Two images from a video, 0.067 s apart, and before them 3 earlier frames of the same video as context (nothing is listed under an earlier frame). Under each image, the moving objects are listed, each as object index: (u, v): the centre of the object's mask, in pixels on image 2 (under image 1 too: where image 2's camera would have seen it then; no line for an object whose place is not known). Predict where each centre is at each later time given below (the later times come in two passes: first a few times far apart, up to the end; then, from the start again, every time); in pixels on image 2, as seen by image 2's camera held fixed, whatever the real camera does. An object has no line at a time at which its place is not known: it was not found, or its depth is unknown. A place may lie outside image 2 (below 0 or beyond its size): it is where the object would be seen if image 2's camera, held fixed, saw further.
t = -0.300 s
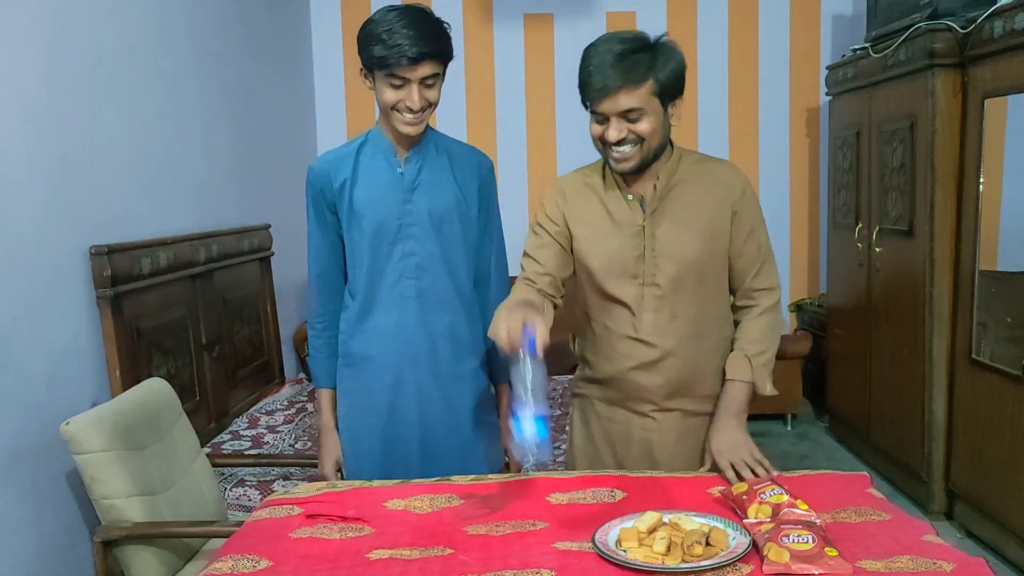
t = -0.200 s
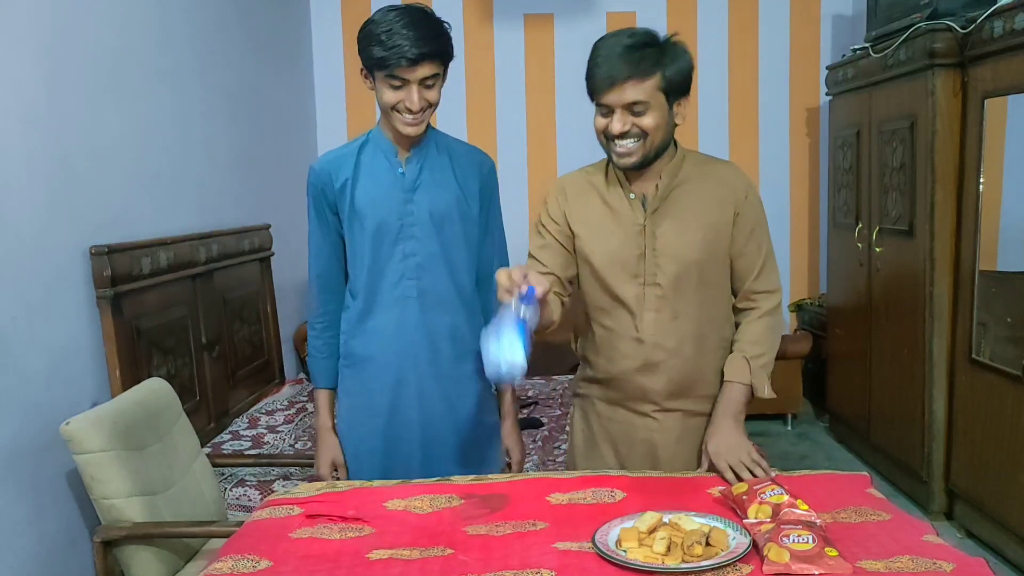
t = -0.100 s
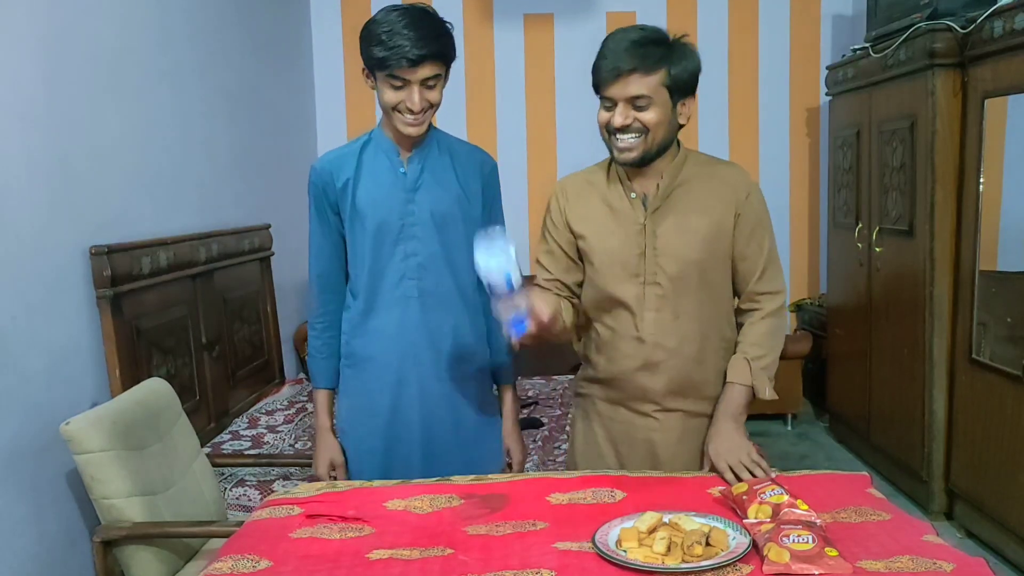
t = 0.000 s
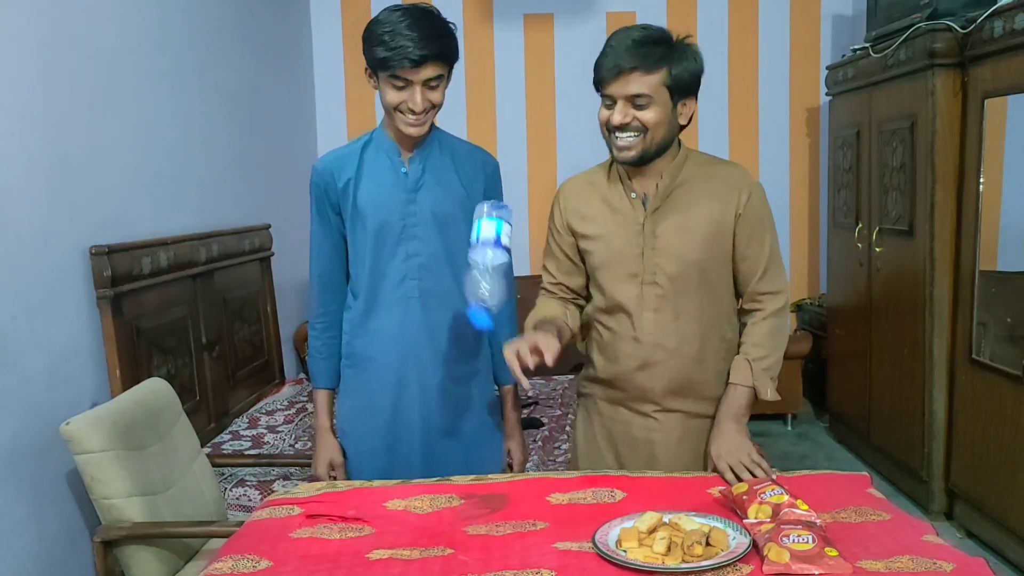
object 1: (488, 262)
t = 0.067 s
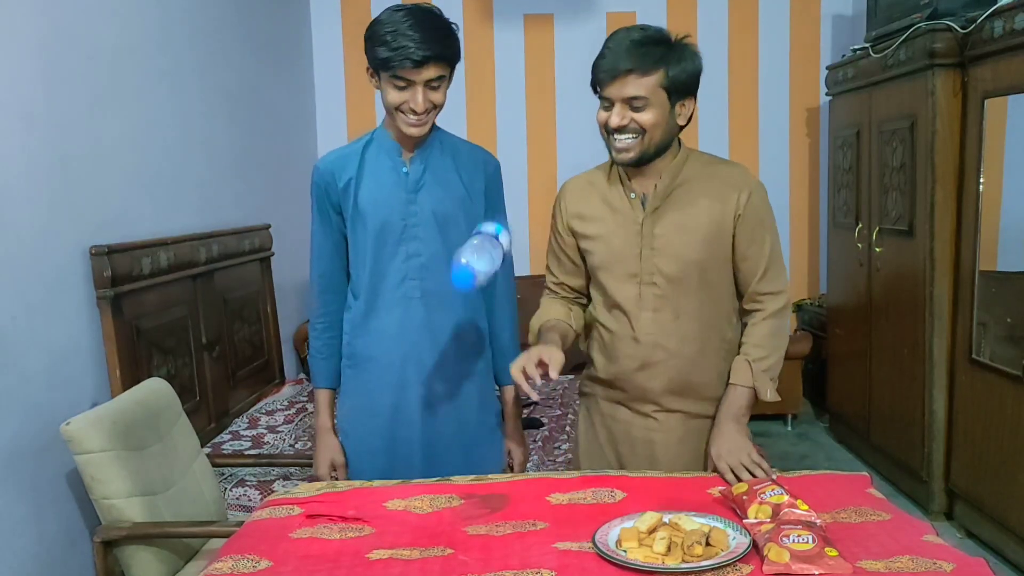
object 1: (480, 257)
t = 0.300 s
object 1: (489, 470)
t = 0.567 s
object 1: (486, 471)
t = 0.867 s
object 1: (485, 472)
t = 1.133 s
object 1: (485, 472)
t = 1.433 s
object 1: (485, 472)
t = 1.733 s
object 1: (486, 472)
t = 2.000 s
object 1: (486, 472)
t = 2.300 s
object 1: (485, 472)
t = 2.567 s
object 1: (485, 472)
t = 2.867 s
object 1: (485, 472)
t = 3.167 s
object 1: (486, 472)
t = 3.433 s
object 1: (486, 472)
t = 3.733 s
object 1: (485, 472)
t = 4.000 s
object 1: (485, 472)
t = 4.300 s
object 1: (485, 472)
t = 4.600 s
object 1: (485, 472)
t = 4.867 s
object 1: (485, 472)
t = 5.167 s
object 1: (485, 472)
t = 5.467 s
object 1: (485, 473)
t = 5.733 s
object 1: (485, 473)
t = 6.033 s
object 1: (485, 472)
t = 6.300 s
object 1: (485, 472)
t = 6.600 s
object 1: (485, 472)
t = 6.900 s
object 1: (485, 472)
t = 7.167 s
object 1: (485, 473)
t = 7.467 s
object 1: (485, 473)
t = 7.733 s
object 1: (485, 472)
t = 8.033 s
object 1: (485, 472)
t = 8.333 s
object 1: (485, 472)
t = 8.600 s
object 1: (485, 473)
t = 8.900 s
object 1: (486, 472)
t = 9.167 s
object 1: (485, 472)
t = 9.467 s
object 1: (485, 472)
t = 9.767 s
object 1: (485, 472)
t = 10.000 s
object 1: (486, 472)
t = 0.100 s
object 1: (484, 264)
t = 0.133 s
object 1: (483, 282)
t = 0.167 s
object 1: (484, 304)
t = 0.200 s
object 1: (485, 337)
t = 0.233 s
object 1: (487, 390)
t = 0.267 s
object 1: (488, 434)
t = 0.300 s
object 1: (489, 470)
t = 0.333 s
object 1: (489, 470)
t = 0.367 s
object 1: (488, 469)
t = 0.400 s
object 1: (485, 468)
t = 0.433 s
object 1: (484, 468)
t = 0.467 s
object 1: (484, 468)
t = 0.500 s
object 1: (485, 468)
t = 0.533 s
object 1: (486, 469)
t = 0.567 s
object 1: (486, 471)
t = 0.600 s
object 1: (485, 472)
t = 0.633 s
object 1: (485, 472)
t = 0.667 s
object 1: (486, 472)
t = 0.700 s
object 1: (486, 472)
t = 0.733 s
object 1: (486, 472)
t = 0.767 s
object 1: (485, 472)
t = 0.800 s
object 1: (485, 472)
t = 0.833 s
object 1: (485, 472)
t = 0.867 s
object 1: (485, 472)
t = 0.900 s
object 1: (485, 472)
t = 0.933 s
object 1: (485, 472)
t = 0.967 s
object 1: (485, 472)
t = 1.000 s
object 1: (485, 472)
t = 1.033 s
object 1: (485, 472)
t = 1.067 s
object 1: (485, 472)
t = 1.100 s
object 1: (485, 472)
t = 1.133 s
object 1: (485, 472)
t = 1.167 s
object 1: (485, 472)
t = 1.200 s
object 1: (485, 472)
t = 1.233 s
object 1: (485, 472)
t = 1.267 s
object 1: (485, 472)
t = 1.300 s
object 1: (485, 472)
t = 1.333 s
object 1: (485, 472)
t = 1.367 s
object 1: (485, 472)
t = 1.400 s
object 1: (485, 472)
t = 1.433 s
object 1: (485, 472)
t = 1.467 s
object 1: (485, 472)
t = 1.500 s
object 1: (485, 472)
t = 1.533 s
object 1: (485, 472)
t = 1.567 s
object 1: (485, 472)
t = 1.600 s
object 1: (485, 472)
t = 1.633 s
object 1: (485, 472)
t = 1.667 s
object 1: (485, 472)
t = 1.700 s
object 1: (485, 472)
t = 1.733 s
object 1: (486, 472)
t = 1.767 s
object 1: (486, 472)
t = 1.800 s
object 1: (485, 472)
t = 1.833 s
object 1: (485, 472)
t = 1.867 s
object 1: (485, 472)
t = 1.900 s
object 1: (485, 472)
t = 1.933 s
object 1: (486, 472)
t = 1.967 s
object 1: (486, 472)
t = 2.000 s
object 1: (486, 472)
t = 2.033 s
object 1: (486, 472)
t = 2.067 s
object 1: (485, 472)
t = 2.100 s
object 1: (485, 472)
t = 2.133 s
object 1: (485, 473)
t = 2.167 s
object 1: (485, 472)
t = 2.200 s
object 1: (485, 472)
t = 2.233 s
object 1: (485, 472)
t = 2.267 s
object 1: (485, 472)
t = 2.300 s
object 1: (485, 472)
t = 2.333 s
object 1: (485, 472)
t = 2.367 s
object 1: (485, 472)
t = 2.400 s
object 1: (485, 472)
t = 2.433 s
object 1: (485, 472)
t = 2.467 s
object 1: (485, 472)
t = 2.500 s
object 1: (485, 472)
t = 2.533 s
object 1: (485, 472)
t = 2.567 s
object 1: (485, 472)
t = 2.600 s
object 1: (485, 472)
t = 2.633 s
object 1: (485, 472)
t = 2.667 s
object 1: (485, 472)
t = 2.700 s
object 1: (485, 472)
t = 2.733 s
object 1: (485, 472)
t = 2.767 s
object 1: (485, 472)
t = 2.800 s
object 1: (485, 472)
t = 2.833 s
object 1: (485, 472)
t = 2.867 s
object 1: (485, 472)
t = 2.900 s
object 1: (485, 472)
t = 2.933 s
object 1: (485, 472)
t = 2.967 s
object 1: (485, 472)
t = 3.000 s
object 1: (485, 472)
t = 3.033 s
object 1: (486, 472)
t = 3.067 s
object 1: (486, 472)
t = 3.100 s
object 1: (486, 472)
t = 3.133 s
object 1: (486, 472)
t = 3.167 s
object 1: (486, 472)
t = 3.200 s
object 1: (486, 472)
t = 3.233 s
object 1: (485, 472)
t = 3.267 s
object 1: (485, 472)
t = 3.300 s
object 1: (485, 472)
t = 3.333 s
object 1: (485, 472)
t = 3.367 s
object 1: (486, 472)
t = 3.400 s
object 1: (486, 472)
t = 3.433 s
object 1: (486, 472)
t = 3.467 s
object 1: (486, 472)
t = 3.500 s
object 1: (485, 472)
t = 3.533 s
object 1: (486, 472)
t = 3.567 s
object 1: (485, 472)
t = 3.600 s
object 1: (485, 472)
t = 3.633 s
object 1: (485, 472)
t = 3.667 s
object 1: (485, 472)
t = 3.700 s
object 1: (485, 472)
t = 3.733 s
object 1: (485, 472)
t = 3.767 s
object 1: (485, 472)
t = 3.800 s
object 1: (485, 472)
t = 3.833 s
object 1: (485, 472)
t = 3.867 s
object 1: (485, 472)
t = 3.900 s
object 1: (485, 472)
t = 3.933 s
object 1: (485, 472)
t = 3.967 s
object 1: (485, 472)
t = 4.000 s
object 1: (485, 472)
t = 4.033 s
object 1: (485, 472)
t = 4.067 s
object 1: (485, 472)
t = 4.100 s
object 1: (485, 472)
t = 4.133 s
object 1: (485, 472)
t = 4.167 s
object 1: (485, 472)
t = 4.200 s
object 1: (485, 472)
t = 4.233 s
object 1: (485, 472)
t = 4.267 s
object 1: (485, 472)
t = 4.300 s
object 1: (485, 472)
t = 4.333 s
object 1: (486, 472)
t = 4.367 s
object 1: (486, 472)
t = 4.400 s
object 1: (486, 472)
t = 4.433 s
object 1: (486, 472)
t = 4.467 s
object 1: (486, 472)
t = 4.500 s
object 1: (486, 472)
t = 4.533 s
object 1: (486, 472)
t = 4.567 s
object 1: (486, 472)
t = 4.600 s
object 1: (485, 472)
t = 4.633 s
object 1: (485, 472)
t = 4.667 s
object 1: (485, 472)
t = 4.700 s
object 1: (485, 472)
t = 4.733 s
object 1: (485, 472)
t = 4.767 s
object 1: (485, 472)
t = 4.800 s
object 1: (485, 472)
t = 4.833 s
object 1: (485, 472)
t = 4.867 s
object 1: (485, 472)
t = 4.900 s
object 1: (485, 472)
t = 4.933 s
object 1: (485, 472)
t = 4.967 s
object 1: (485, 472)
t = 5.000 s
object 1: (485, 472)
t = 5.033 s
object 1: (485, 472)
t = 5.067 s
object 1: (485, 472)
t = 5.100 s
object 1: (485, 472)
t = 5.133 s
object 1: (485, 472)
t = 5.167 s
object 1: (485, 472)
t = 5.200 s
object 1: (485, 472)
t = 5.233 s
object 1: (485, 472)
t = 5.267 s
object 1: (485, 472)
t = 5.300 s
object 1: (485, 472)
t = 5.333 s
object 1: (485, 472)
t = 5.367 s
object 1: (485, 472)
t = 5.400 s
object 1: (485, 472)
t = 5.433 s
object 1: (485, 472)
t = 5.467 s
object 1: (485, 473)
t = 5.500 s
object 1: (485, 473)
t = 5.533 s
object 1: (485, 473)
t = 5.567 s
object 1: (485, 473)
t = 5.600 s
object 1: (485, 473)
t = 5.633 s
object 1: (485, 473)
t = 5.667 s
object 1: (485, 473)
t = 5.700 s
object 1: (485, 472)
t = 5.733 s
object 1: (485, 473)
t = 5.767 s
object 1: (485, 473)
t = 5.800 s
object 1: (485, 473)
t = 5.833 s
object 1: (485, 473)
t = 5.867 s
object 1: (485, 472)
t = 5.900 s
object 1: (485, 472)
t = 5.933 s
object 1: (485, 472)
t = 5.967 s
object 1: (485, 472)
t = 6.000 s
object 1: (485, 472)
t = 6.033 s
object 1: (485, 472)
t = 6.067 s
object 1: (485, 472)
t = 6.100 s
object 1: (485, 472)
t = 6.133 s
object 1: (485, 472)
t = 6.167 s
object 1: (485, 472)
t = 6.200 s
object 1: (485, 472)
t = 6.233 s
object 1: (485, 472)
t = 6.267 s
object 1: (485, 472)
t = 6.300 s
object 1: (485, 472)
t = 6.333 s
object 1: (485, 472)
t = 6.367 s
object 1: (485, 472)
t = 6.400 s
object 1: (485, 472)
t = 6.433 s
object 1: (485, 472)
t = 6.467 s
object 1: (485, 472)
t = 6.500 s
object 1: (485, 472)
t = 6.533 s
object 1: (485, 472)
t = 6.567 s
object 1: (485, 472)
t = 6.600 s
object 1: (485, 472)
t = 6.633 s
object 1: (485, 472)
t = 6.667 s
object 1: (486, 472)
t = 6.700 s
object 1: (486, 472)
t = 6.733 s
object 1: (486, 472)
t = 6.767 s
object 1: (485, 472)
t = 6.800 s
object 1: (485, 472)
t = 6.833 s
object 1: (485, 472)
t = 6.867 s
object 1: (485, 472)
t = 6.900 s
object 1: (485, 472)
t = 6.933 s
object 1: (485, 472)
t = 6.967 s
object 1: (485, 472)
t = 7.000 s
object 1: (485, 472)
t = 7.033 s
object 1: (485, 472)
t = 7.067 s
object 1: (485, 472)
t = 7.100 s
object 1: (485, 473)
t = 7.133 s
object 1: (485, 473)
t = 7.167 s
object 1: (485, 473)
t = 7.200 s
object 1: (485, 472)
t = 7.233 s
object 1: (485, 472)
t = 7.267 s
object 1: (485, 472)
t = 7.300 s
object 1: (485, 473)
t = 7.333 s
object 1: (485, 473)
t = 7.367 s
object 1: (485, 473)
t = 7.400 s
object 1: (485, 473)
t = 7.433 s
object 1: (485, 473)
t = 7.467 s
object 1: (485, 473)
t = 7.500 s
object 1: (485, 473)
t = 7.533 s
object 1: (485, 473)
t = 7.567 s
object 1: (485, 473)
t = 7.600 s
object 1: (485, 473)
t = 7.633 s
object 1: (485, 472)
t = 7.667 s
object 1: (485, 472)
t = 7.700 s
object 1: (485, 472)
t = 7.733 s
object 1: (485, 472)
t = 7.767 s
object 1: (485, 472)
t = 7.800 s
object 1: (485, 472)
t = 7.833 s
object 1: (485, 472)
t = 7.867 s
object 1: (485, 472)
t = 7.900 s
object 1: (485, 472)
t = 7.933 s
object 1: (485, 472)
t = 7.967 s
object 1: (485, 472)
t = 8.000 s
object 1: (485, 472)
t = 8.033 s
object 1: (485, 472)
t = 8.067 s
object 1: (485, 472)
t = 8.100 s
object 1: (485, 472)
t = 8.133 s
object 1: (485, 472)
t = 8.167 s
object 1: (485, 472)
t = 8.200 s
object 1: (485, 472)
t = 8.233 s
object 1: (485, 472)
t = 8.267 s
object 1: (485, 472)
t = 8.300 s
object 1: (485, 472)
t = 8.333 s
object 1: (485, 472)
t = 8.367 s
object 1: (485, 473)
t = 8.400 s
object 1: (485, 473)
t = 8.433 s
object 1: (485, 473)
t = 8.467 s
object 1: (485, 472)
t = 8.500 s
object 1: (485, 473)
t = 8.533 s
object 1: (485, 473)
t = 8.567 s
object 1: (485, 472)
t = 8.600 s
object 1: (485, 473)
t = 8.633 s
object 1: (485, 472)
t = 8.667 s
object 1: (485, 472)
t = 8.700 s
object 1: (485, 472)
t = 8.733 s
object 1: (485, 472)
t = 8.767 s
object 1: (485, 472)
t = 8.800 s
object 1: (485, 472)
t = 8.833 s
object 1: (485, 472)
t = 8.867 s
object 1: (486, 472)
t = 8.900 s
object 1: (486, 472)
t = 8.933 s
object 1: (486, 472)
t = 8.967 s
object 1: (486, 472)
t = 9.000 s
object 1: (486, 472)
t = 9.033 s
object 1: (486, 472)
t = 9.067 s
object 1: (485, 472)
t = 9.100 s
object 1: (485, 472)
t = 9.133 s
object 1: (485, 472)
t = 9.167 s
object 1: (485, 472)
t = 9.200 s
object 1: (485, 472)
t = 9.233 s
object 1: (485, 472)
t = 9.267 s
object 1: (485, 472)
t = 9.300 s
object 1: (485, 472)
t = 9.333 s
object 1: (486, 472)
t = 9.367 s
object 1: (486, 472)
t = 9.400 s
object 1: (485, 472)
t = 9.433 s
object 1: (485, 472)
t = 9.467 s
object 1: (485, 472)
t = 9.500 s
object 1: (486, 472)
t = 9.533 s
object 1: (485, 472)
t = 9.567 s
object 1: (486, 472)
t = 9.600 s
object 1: (485, 472)
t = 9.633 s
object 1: (485, 472)
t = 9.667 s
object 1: (485, 472)
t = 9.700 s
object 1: (485, 472)
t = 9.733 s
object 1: (485, 472)
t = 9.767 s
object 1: (485, 472)
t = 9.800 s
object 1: (485, 472)
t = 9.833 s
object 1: (485, 472)
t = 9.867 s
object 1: (485, 472)
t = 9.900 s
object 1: (485, 472)
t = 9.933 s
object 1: (485, 472)
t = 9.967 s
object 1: (486, 472)
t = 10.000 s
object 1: (486, 472)
